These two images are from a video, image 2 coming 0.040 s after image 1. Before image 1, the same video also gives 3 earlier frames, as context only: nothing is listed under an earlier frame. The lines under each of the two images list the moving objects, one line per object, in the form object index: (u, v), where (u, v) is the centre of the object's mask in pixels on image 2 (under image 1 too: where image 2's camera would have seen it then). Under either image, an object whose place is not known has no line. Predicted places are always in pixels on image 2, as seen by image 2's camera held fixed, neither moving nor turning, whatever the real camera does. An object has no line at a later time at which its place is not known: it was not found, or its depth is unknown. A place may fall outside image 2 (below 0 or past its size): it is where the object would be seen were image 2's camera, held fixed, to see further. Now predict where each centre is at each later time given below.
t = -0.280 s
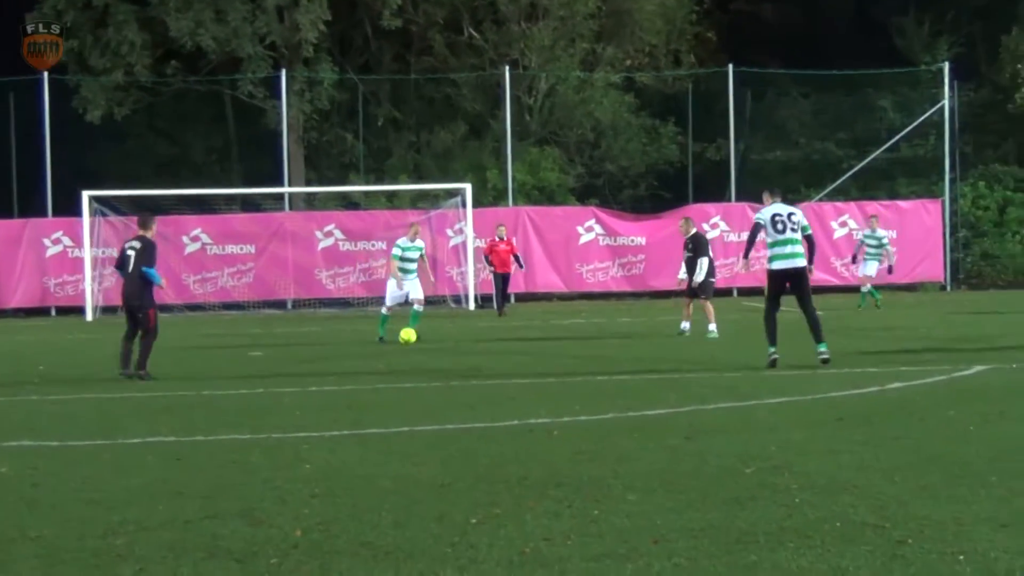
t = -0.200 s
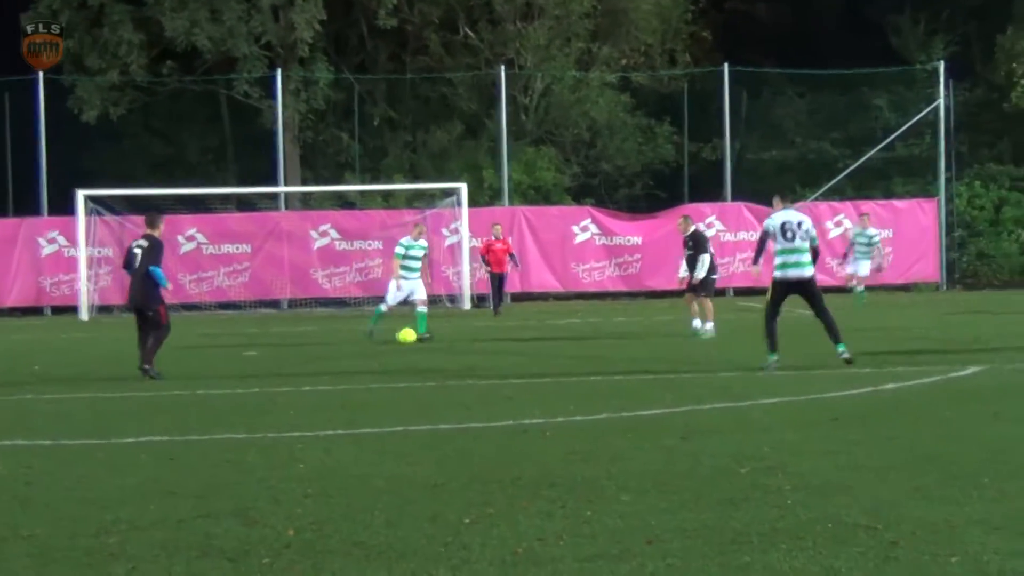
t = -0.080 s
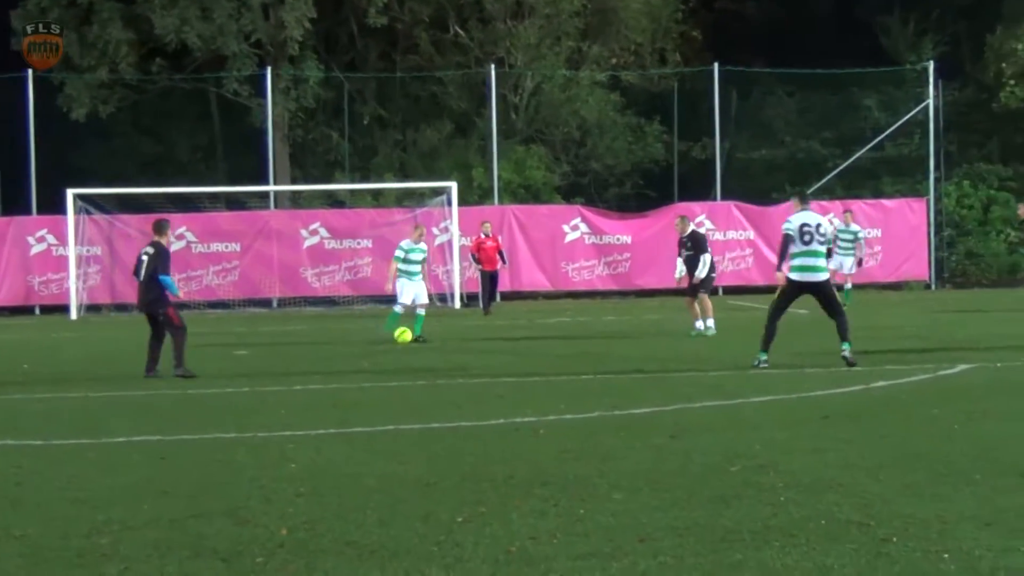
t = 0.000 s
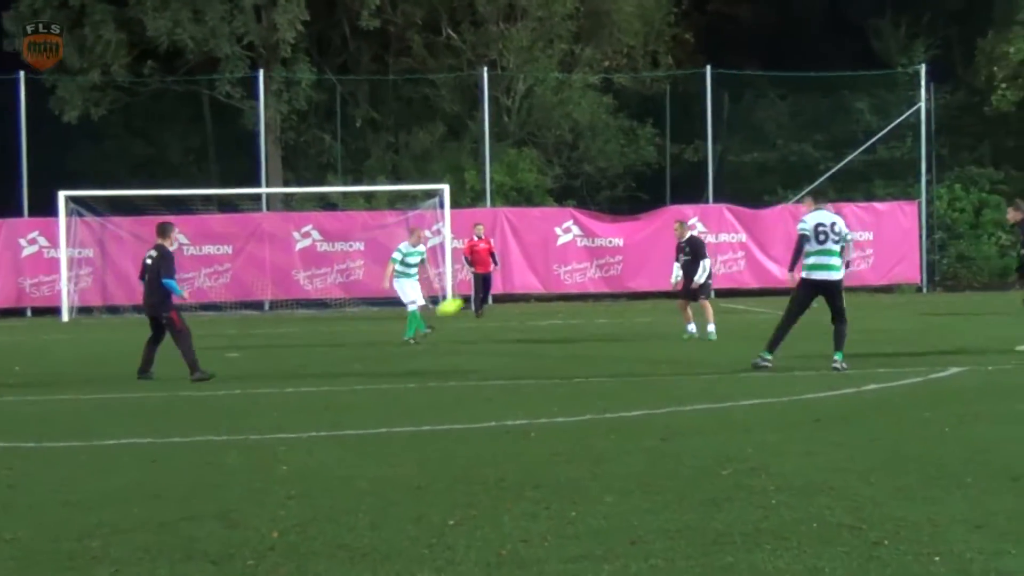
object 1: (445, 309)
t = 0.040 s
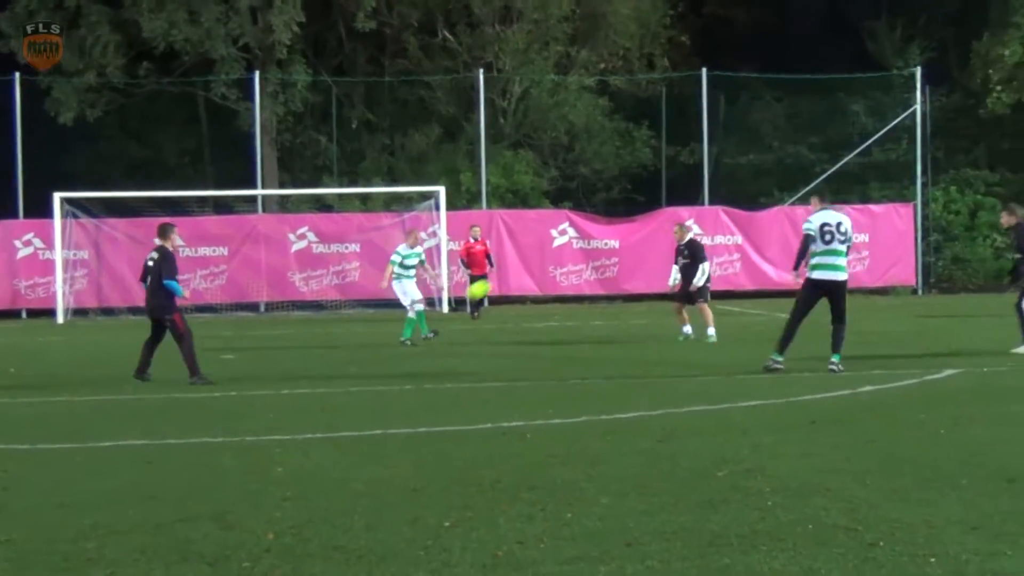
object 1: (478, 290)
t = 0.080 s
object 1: (512, 272)
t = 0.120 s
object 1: (545, 256)
